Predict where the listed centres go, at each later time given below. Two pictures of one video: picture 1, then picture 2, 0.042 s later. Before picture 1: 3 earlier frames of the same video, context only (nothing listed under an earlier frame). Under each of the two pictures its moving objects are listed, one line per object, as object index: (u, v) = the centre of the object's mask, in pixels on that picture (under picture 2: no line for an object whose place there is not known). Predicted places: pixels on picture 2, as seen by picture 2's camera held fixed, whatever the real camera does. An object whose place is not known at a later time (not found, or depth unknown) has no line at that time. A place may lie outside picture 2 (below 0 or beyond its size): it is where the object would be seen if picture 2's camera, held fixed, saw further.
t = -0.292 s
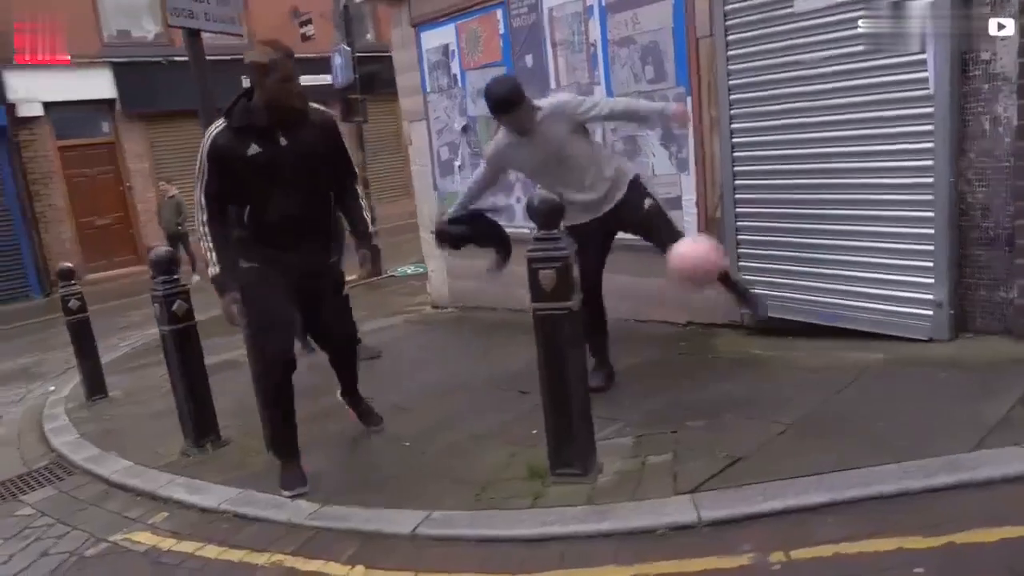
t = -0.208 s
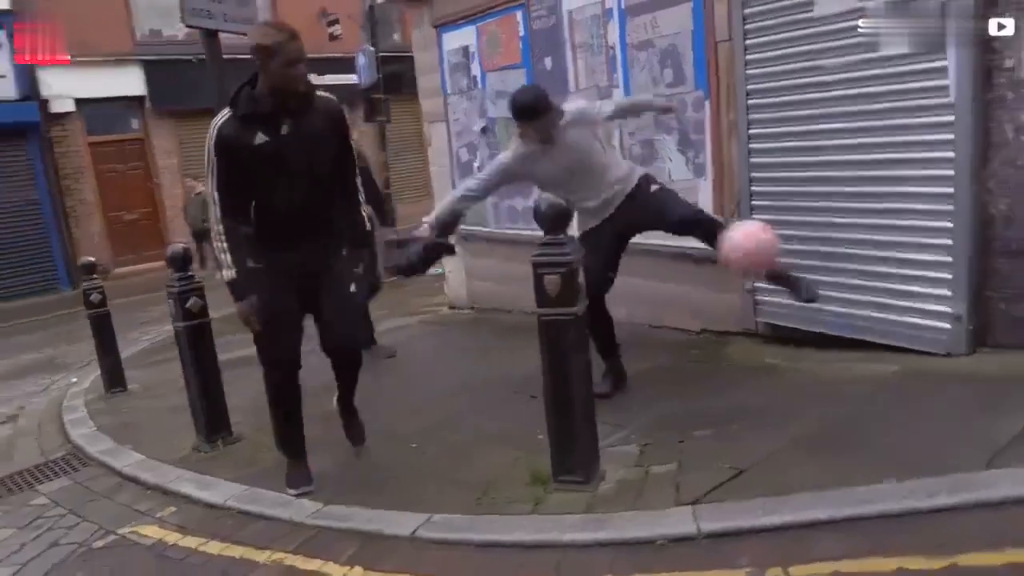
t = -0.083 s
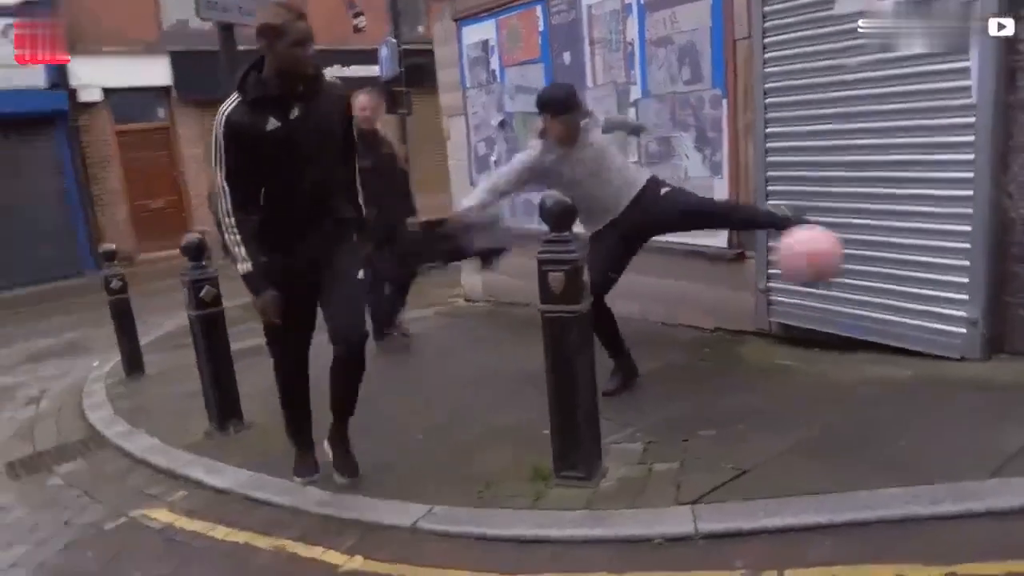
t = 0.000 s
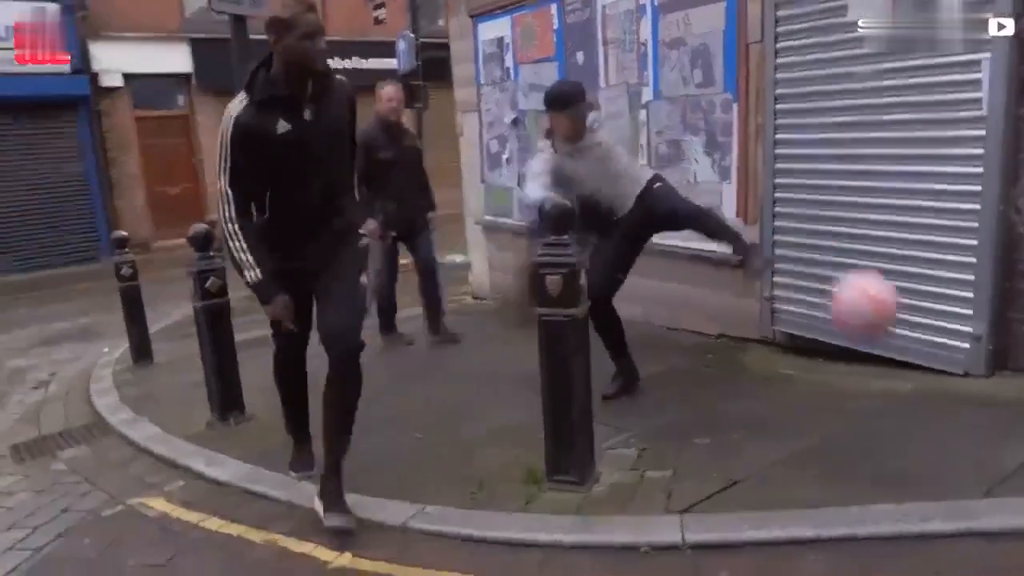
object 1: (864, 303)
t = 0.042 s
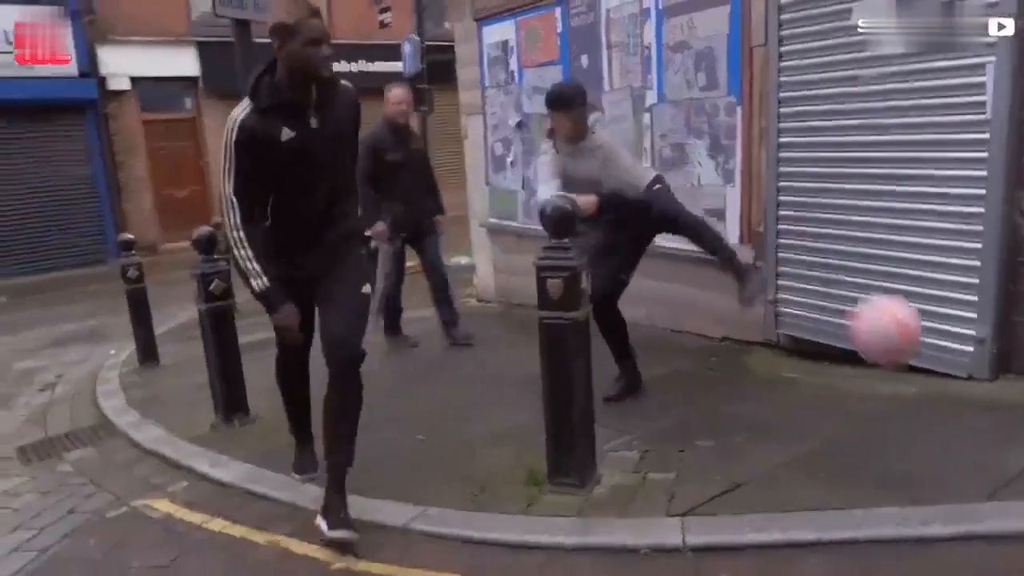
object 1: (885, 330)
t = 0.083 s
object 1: (905, 353)
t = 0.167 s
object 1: (945, 418)
